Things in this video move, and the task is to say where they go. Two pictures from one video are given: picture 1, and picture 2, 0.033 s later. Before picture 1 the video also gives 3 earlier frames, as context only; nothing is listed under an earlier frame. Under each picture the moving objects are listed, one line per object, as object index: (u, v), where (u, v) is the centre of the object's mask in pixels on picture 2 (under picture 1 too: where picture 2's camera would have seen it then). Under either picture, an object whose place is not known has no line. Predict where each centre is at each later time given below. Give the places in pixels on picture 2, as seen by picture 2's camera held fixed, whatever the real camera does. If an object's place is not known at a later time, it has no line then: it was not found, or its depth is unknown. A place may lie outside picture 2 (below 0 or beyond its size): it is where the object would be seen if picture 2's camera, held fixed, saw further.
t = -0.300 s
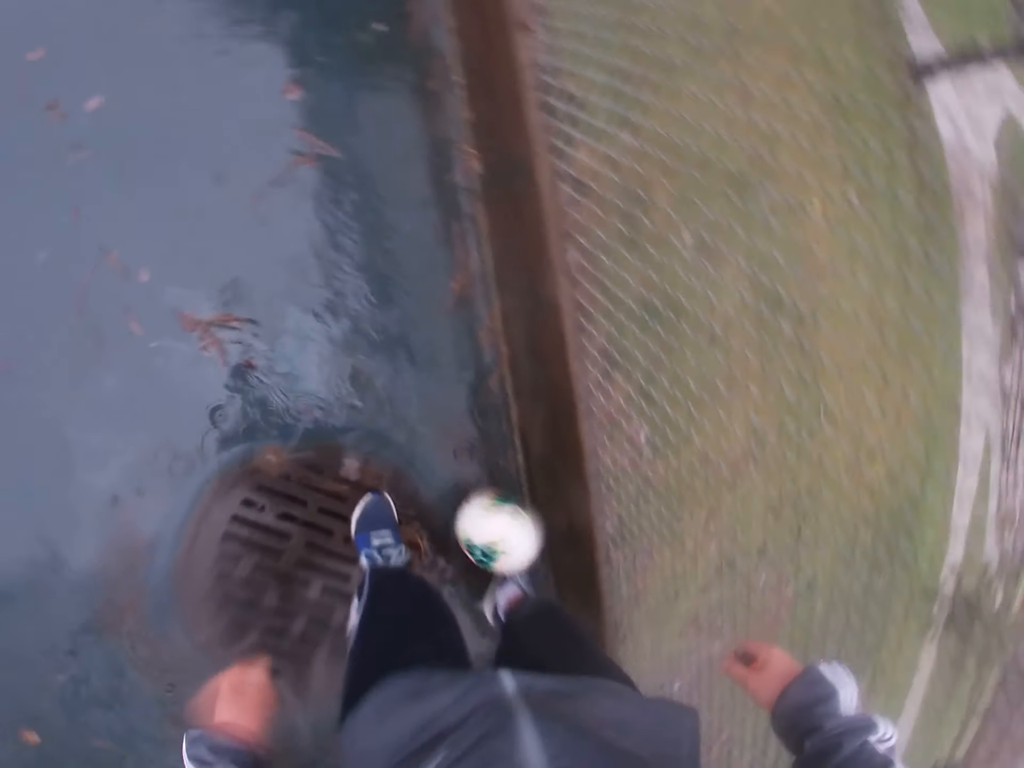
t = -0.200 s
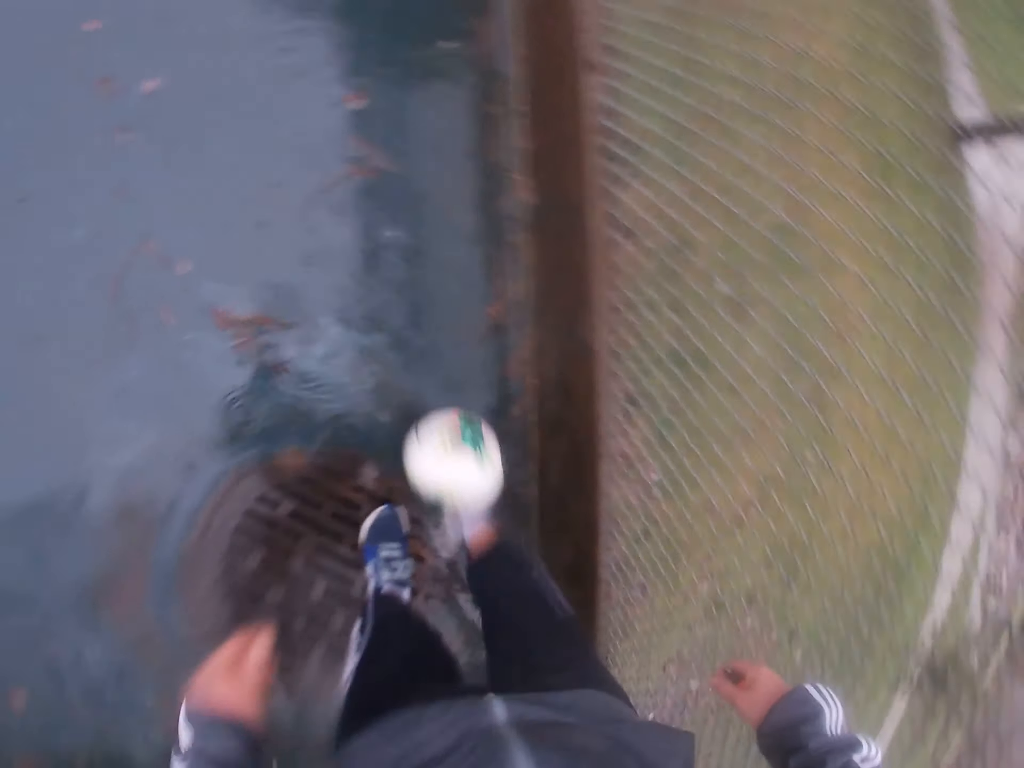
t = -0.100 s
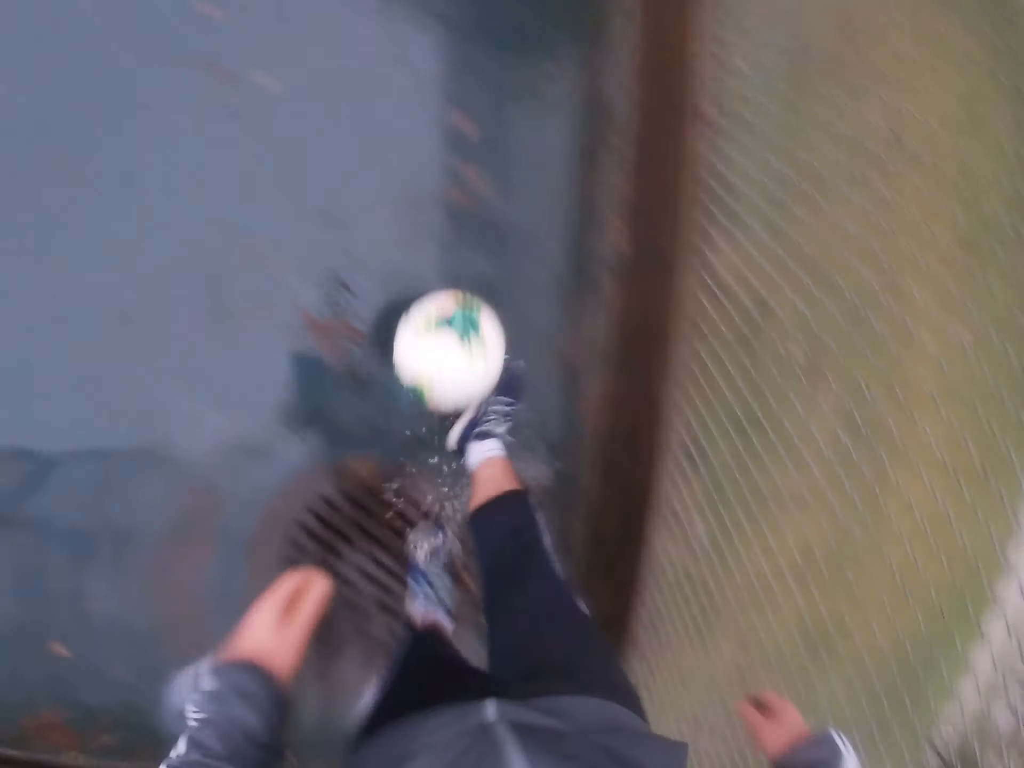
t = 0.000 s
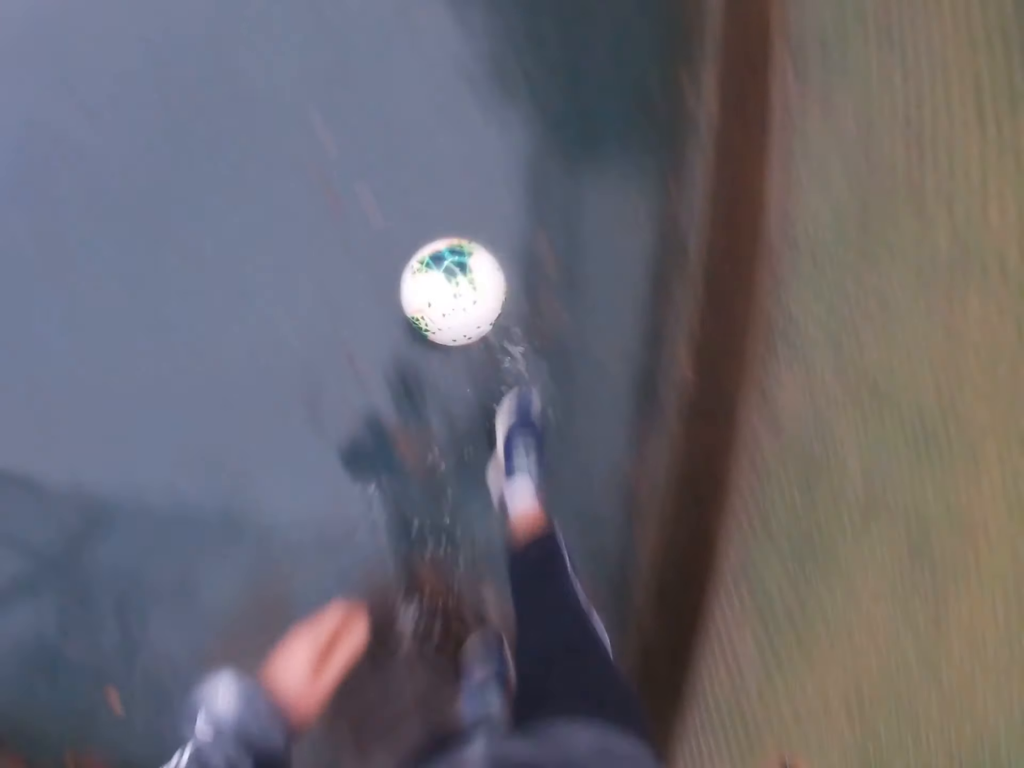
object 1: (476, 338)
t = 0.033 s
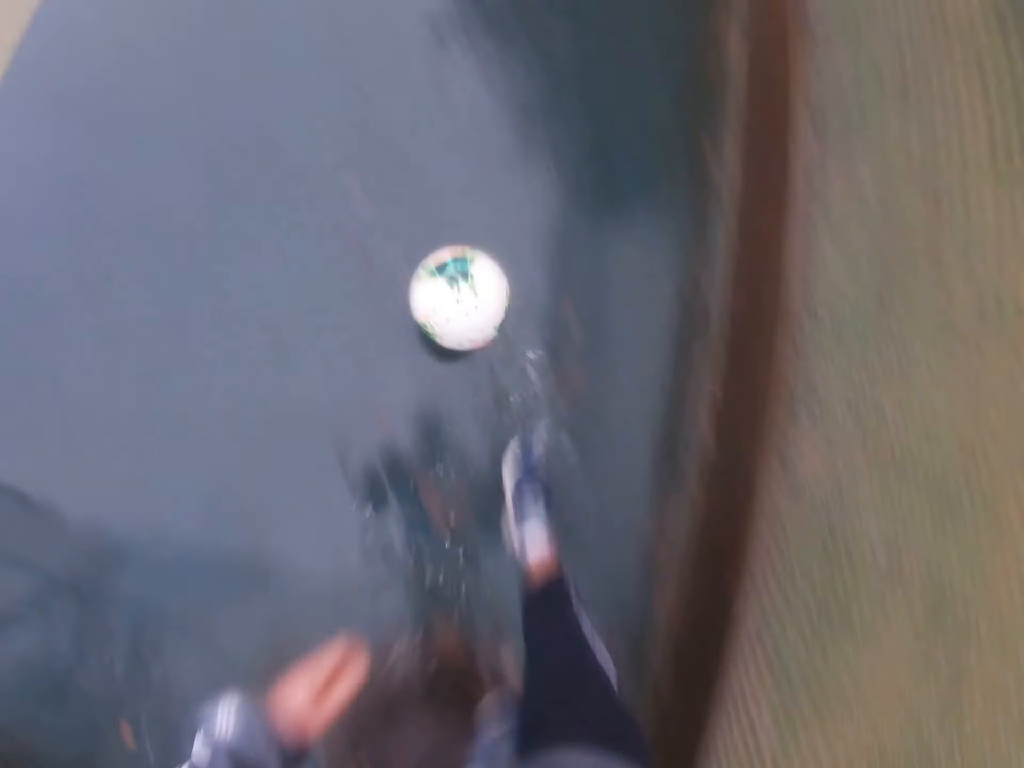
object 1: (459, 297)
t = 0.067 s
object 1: (444, 261)
